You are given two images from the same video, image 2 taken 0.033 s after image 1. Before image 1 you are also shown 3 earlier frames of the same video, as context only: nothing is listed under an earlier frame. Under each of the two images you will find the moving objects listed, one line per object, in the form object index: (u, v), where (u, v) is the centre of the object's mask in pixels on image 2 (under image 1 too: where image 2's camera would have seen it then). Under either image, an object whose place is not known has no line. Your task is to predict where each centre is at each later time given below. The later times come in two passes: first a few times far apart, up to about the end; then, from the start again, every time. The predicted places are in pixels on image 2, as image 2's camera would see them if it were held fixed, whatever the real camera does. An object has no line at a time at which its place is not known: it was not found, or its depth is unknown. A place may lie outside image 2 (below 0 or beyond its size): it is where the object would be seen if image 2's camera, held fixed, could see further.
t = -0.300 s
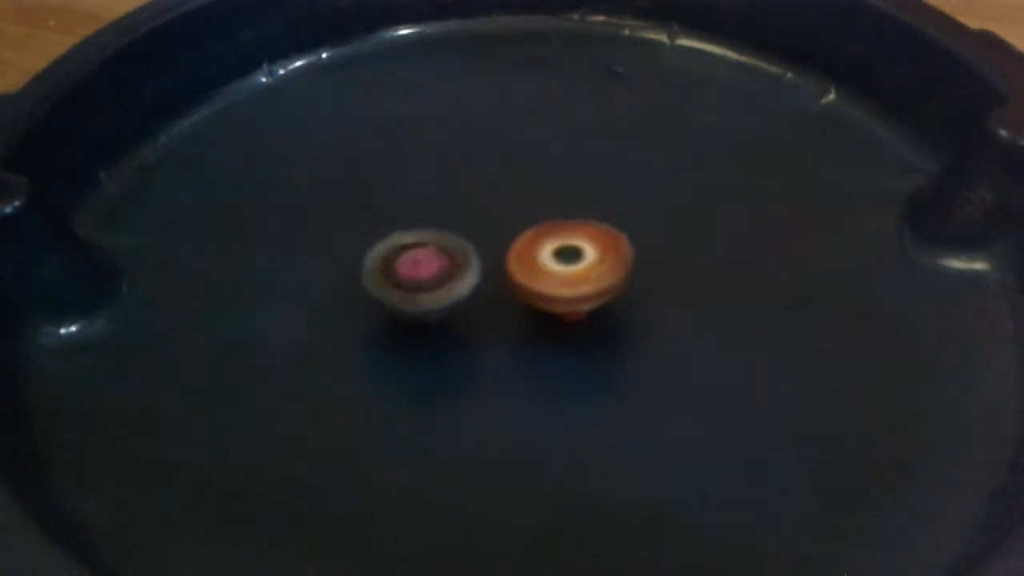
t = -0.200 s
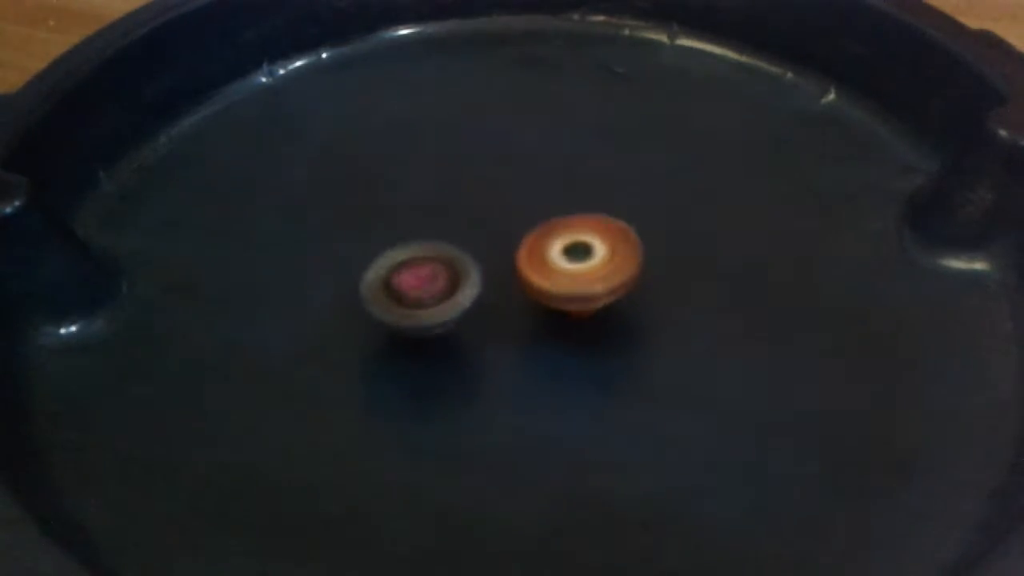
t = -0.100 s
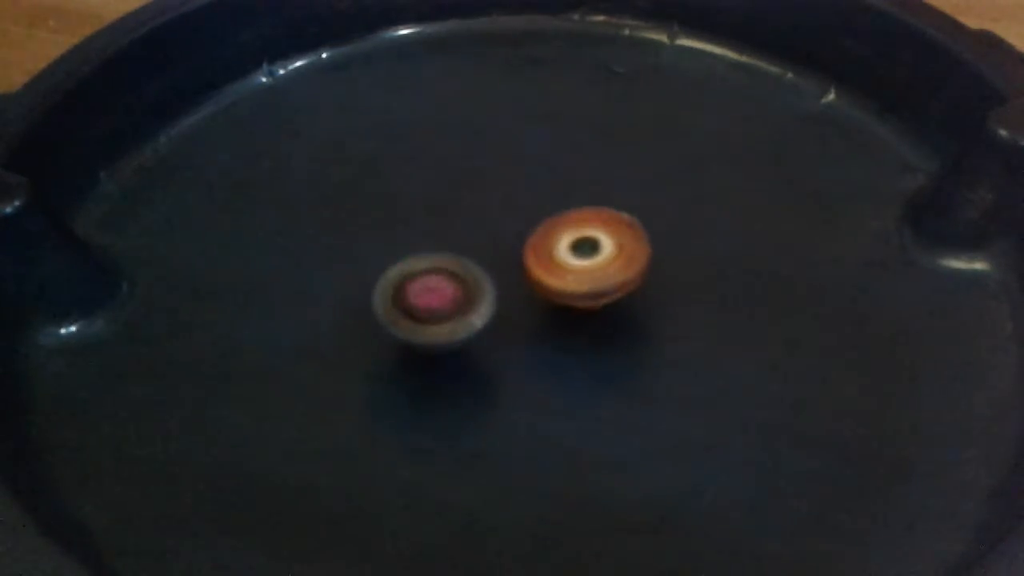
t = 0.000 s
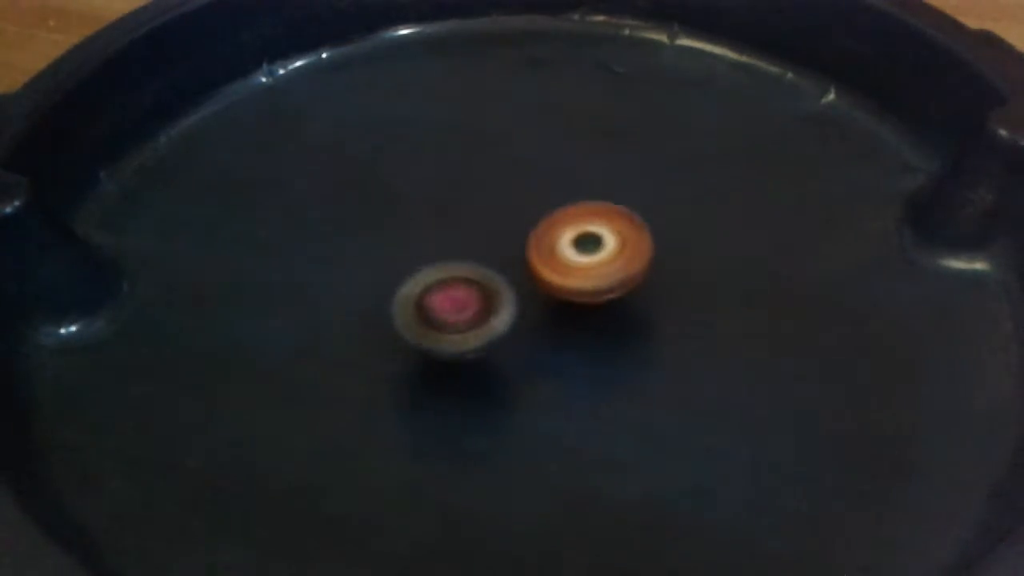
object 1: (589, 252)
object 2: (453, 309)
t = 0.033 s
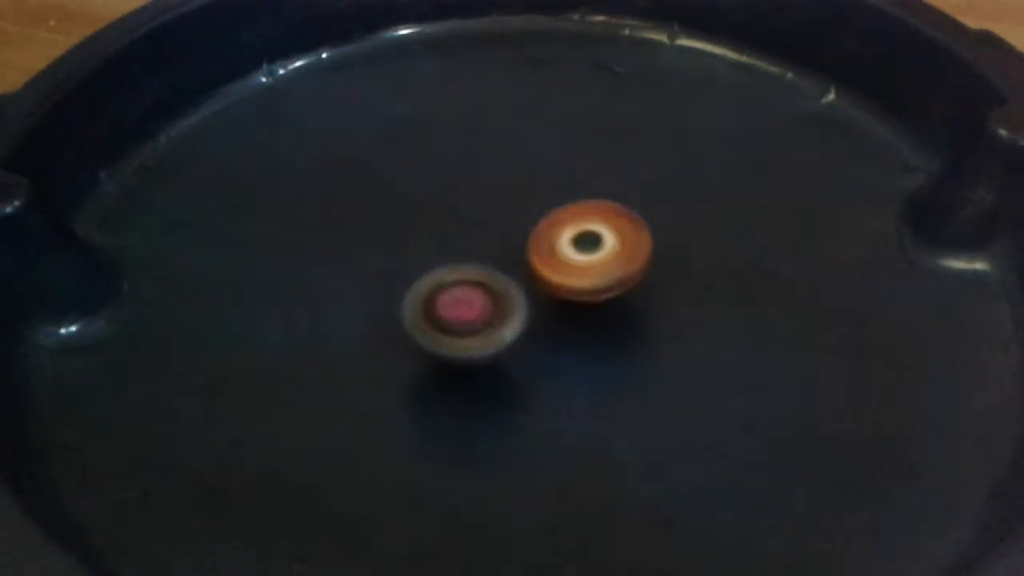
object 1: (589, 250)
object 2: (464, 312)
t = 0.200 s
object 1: (584, 241)
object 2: (513, 319)
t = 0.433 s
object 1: (563, 233)
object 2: (568, 336)
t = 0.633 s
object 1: (539, 237)
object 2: (603, 325)
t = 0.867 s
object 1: (523, 254)
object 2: (633, 313)
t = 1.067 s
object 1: (479, 262)
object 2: (696, 299)
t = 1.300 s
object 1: (484, 276)
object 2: (702, 281)
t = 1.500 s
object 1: (504, 277)
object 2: (634, 262)
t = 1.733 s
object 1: (490, 269)
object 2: (611, 231)
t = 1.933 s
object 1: (479, 277)
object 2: (601, 207)
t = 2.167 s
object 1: (481, 288)
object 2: (593, 189)
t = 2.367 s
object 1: (502, 287)
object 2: (569, 205)
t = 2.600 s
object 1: (515, 286)
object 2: (551, 198)
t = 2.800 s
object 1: (523, 282)
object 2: (536, 191)
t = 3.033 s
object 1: (538, 284)
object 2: (517, 186)
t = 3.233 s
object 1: (539, 278)
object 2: (512, 193)
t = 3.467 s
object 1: (566, 315)
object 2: (512, 176)
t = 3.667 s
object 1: (568, 306)
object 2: (526, 185)
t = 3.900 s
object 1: (569, 317)
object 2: (529, 211)
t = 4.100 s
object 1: (580, 336)
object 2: (495, 204)
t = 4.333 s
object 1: (567, 328)
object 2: (469, 210)
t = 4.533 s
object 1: (543, 319)
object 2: (465, 235)
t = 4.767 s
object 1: (571, 377)
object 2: (448, 227)
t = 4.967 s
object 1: (597, 358)
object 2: (462, 216)
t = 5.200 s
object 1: (571, 303)
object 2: (497, 230)
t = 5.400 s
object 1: (578, 296)
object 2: (486, 224)
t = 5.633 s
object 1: (584, 297)
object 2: (474, 220)
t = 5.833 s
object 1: (570, 291)
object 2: (480, 219)
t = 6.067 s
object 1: (599, 306)
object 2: (491, 222)
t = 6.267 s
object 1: (611, 301)
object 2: (503, 232)
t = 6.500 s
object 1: (615, 330)
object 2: (520, 253)
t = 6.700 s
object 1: (612, 338)
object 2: (498, 269)
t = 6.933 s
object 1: (594, 330)
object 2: (466, 279)
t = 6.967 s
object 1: (585, 332)
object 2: (465, 281)
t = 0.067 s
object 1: (589, 249)
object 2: (473, 313)
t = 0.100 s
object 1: (589, 248)
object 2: (485, 315)
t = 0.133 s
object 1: (587, 246)
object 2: (496, 315)
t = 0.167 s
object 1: (586, 243)
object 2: (506, 317)
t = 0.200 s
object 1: (584, 241)
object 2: (513, 319)
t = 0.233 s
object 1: (581, 239)
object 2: (522, 325)
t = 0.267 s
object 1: (579, 237)
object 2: (529, 328)
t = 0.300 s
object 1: (576, 236)
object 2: (538, 332)
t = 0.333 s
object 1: (573, 235)
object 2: (545, 334)
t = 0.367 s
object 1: (570, 234)
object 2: (554, 336)
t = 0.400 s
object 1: (566, 234)
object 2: (560, 336)
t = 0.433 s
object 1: (563, 233)
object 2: (568, 336)
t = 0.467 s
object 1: (560, 234)
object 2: (574, 335)
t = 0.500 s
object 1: (556, 234)
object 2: (582, 332)
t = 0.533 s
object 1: (553, 235)
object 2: (584, 329)
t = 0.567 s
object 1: (549, 236)
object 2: (591, 325)
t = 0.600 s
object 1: (545, 237)
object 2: (595, 324)
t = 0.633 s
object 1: (539, 237)
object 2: (603, 325)
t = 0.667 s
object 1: (534, 238)
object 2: (610, 326)
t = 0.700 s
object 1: (532, 241)
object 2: (620, 327)
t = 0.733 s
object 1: (530, 243)
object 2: (624, 325)
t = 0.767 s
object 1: (527, 245)
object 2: (632, 323)
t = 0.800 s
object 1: (525, 248)
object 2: (631, 321)
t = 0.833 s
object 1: (524, 251)
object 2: (636, 317)
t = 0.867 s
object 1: (523, 254)
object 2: (633, 313)
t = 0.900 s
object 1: (522, 257)
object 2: (635, 309)
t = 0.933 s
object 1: (520, 260)
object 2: (636, 306)
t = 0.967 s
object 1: (489, 256)
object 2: (664, 305)
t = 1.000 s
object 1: (482, 258)
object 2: (677, 302)
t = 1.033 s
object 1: (480, 261)
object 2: (688, 302)
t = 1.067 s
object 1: (479, 262)
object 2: (696, 299)
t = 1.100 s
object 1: (478, 265)
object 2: (704, 298)
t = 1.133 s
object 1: (477, 267)
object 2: (708, 296)
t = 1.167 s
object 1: (477, 269)
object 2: (712, 294)
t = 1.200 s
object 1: (477, 271)
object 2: (712, 290)
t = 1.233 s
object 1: (479, 273)
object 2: (712, 287)
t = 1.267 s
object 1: (481, 275)
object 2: (706, 284)
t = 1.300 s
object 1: (484, 276)
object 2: (702, 281)
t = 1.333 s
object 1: (487, 278)
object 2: (692, 278)
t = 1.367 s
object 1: (490, 278)
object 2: (685, 274)
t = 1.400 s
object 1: (495, 278)
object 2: (671, 272)
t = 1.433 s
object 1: (498, 279)
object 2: (659, 269)
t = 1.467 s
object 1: (503, 278)
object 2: (646, 266)
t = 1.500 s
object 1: (504, 277)
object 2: (634, 262)
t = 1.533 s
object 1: (500, 276)
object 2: (632, 262)
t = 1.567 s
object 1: (498, 277)
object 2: (627, 257)
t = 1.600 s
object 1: (497, 276)
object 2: (625, 251)
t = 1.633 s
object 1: (495, 275)
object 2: (621, 245)
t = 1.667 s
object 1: (493, 274)
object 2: (620, 241)
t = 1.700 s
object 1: (491, 272)
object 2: (613, 236)
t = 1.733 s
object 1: (490, 269)
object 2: (611, 231)
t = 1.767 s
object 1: (489, 269)
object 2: (604, 229)
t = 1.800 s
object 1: (488, 268)
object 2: (601, 224)
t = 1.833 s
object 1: (487, 268)
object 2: (597, 222)
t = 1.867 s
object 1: (481, 273)
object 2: (600, 215)
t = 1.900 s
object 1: (481, 275)
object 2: (602, 212)
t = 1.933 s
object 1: (479, 277)
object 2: (601, 207)
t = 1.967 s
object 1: (478, 277)
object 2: (603, 203)
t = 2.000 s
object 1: (475, 279)
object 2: (602, 199)
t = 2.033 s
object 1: (476, 281)
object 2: (603, 195)
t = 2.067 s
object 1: (476, 284)
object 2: (600, 193)
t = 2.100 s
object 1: (477, 286)
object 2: (600, 191)
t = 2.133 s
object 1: (479, 287)
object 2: (595, 192)
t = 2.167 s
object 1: (481, 288)
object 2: (593, 189)
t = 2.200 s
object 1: (485, 290)
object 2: (591, 193)
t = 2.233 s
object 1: (488, 290)
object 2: (585, 192)
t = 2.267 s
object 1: (491, 290)
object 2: (585, 196)
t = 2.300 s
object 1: (495, 289)
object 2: (578, 198)
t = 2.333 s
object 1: (498, 288)
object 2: (575, 201)
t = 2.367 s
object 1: (502, 287)
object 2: (569, 205)
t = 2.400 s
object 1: (504, 286)
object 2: (566, 205)
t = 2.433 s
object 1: (506, 287)
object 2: (566, 206)
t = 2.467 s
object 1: (510, 289)
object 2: (563, 202)
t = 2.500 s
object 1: (514, 288)
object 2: (563, 199)
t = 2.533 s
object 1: (514, 287)
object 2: (559, 198)
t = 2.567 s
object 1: (515, 287)
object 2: (557, 197)
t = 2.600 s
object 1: (515, 286)
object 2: (551, 198)
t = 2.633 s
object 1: (518, 284)
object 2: (549, 196)
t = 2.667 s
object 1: (519, 284)
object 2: (551, 198)
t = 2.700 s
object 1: (521, 284)
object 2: (545, 196)
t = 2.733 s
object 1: (524, 284)
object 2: (544, 194)
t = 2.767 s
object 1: (525, 282)
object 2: (539, 193)
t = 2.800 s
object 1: (523, 282)
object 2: (536, 191)
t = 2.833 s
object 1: (525, 283)
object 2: (533, 193)
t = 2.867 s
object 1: (528, 284)
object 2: (529, 190)
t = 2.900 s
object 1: (532, 283)
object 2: (531, 192)
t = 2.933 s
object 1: (531, 282)
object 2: (526, 192)
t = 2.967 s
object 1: (532, 284)
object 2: (525, 189)
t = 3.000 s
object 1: (536, 285)
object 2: (521, 189)
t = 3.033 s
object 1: (538, 284)
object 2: (517, 186)
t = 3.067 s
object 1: (536, 283)
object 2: (520, 188)
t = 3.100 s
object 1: (536, 283)
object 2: (514, 189)
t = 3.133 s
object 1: (538, 282)
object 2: (514, 188)
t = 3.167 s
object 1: (541, 281)
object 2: (512, 191)
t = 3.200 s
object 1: (541, 278)
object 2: (509, 190)
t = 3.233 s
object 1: (539, 278)
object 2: (512, 193)
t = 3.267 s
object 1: (546, 286)
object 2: (509, 190)
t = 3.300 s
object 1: (551, 299)
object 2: (511, 185)
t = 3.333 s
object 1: (559, 307)
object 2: (514, 186)
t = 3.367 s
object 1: (564, 312)
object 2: (510, 184)
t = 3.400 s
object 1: (567, 314)
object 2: (508, 180)
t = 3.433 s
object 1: (568, 314)
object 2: (511, 177)
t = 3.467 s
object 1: (566, 315)
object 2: (512, 176)
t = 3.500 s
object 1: (566, 314)
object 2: (515, 174)
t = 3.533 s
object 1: (566, 314)
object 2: (517, 175)
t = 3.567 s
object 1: (569, 312)
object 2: (519, 176)
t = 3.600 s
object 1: (571, 310)
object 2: (523, 179)
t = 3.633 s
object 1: (570, 308)
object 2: (524, 182)
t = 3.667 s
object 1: (568, 306)
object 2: (526, 185)
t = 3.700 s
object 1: (566, 305)
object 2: (531, 190)
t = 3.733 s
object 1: (565, 305)
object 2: (531, 197)
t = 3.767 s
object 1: (563, 304)
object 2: (531, 200)
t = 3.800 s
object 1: (561, 302)
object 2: (534, 204)
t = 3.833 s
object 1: (558, 302)
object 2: (534, 210)
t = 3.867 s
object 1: (559, 305)
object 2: (532, 214)
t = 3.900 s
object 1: (569, 317)
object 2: (529, 211)
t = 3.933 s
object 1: (574, 323)
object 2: (525, 209)
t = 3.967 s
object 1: (580, 329)
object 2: (519, 208)
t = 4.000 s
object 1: (579, 332)
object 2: (510, 207)
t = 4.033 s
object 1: (579, 334)
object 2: (502, 204)
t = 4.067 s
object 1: (580, 335)
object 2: (499, 202)
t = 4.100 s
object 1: (580, 336)
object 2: (495, 204)
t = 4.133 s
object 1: (578, 335)
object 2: (487, 203)
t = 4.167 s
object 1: (575, 334)
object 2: (487, 201)
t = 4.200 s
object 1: (574, 333)
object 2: (483, 205)
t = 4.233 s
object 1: (572, 332)
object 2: (476, 204)
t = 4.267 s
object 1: (570, 330)
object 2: (476, 205)
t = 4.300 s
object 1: (569, 329)
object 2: (473, 210)
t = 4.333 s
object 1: (567, 328)
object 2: (469, 210)
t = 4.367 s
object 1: (564, 327)
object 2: (471, 214)
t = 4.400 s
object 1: (561, 324)
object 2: (468, 219)
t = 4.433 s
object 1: (557, 320)
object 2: (465, 221)
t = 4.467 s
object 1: (551, 320)
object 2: (468, 224)
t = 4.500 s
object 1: (548, 320)
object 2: (467, 230)
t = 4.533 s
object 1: (543, 319)
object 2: (465, 235)
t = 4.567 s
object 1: (540, 321)
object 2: (467, 239)
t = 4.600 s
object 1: (547, 333)
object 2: (463, 246)
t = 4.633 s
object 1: (551, 344)
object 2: (459, 238)
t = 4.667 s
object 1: (556, 352)
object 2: (458, 236)
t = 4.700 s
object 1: (558, 362)
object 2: (455, 234)
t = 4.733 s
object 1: (567, 370)
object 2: (452, 232)
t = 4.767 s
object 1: (571, 377)
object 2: (448, 227)
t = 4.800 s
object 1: (577, 380)
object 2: (447, 222)
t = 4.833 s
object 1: (586, 379)
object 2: (452, 218)
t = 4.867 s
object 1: (590, 378)
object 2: (455, 219)
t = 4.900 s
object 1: (593, 375)
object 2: (454, 219)
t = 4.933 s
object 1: (593, 366)
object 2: (456, 217)
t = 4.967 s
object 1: (597, 358)
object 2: (462, 216)
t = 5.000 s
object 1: (595, 354)
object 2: (470, 217)
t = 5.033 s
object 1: (593, 343)
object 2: (479, 219)
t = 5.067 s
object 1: (591, 333)
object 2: (487, 222)
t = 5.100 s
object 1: (586, 323)
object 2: (491, 226)
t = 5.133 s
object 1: (579, 313)
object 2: (493, 228)
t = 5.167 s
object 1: (571, 307)
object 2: (497, 231)
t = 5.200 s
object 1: (571, 303)
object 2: (497, 230)
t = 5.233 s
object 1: (579, 302)
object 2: (496, 230)
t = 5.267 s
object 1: (582, 301)
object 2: (499, 224)
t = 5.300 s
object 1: (585, 301)
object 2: (497, 227)
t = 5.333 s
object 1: (581, 298)
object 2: (491, 226)
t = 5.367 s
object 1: (581, 298)
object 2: (488, 223)
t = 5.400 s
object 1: (578, 296)
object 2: (486, 224)
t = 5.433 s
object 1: (573, 295)
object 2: (483, 222)
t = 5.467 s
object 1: (570, 291)
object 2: (484, 222)
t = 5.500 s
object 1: (569, 293)
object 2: (482, 224)
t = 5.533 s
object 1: (570, 295)
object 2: (473, 220)
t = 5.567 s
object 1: (574, 298)
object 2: (472, 216)
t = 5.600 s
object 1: (580, 298)
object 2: (476, 217)
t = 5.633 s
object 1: (584, 297)
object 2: (474, 220)
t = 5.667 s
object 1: (583, 294)
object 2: (470, 219)
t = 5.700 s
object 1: (584, 295)
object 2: (469, 216)
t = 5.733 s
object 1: (582, 293)
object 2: (472, 217)
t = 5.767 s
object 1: (579, 293)
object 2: (473, 216)
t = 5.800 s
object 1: (575, 294)
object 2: (477, 215)
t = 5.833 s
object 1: (570, 291)
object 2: (480, 219)
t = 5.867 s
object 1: (570, 289)
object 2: (478, 220)
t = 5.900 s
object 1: (564, 291)
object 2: (478, 220)
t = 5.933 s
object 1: (561, 289)
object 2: (482, 222)
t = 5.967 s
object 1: (575, 297)
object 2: (479, 217)
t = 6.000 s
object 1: (593, 301)
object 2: (480, 212)
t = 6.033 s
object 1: (599, 306)
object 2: (484, 218)
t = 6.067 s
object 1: (599, 306)
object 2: (491, 222)
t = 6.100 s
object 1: (603, 309)
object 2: (499, 223)
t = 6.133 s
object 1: (604, 308)
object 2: (502, 225)
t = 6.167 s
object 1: (606, 302)
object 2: (502, 228)
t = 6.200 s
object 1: (607, 301)
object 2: (502, 229)
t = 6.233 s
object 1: (611, 300)
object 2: (502, 230)
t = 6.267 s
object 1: (611, 301)
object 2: (503, 232)
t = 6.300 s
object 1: (608, 305)
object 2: (506, 233)
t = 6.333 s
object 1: (608, 310)
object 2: (510, 237)
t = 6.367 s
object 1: (605, 308)
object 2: (514, 241)
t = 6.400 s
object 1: (601, 306)
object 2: (520, 245)
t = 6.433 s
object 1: (607, 316)
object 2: (520, 248)
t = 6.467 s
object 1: (614, 325)
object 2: (519, 252)
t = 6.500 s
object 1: (615, 330)
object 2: (520, 253)
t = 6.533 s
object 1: (616, 336)
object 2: (517, 263)
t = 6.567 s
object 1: (615, 340)
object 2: (514, 264)
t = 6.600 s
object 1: (614, 342)
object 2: (510, 266)
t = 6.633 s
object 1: (619, 340)
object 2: (505, 268)
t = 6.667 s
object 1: (614, 338)
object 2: (504, 267)
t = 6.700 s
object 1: (612, 338)
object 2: (498, 269)
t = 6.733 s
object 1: (610, 338)
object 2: (492, 270)
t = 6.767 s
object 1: (608, 339)
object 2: (488, 273)
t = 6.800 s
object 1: (609, 338)
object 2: (480, 277)
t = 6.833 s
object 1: (607, 335)
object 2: (475, 277)
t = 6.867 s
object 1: (602, 334)
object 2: (471, 277)
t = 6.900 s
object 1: (599, 335)
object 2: (468, 276)
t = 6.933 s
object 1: (594, 330)
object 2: (466, 279)
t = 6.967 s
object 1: (585, 332)
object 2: (465, 281)
